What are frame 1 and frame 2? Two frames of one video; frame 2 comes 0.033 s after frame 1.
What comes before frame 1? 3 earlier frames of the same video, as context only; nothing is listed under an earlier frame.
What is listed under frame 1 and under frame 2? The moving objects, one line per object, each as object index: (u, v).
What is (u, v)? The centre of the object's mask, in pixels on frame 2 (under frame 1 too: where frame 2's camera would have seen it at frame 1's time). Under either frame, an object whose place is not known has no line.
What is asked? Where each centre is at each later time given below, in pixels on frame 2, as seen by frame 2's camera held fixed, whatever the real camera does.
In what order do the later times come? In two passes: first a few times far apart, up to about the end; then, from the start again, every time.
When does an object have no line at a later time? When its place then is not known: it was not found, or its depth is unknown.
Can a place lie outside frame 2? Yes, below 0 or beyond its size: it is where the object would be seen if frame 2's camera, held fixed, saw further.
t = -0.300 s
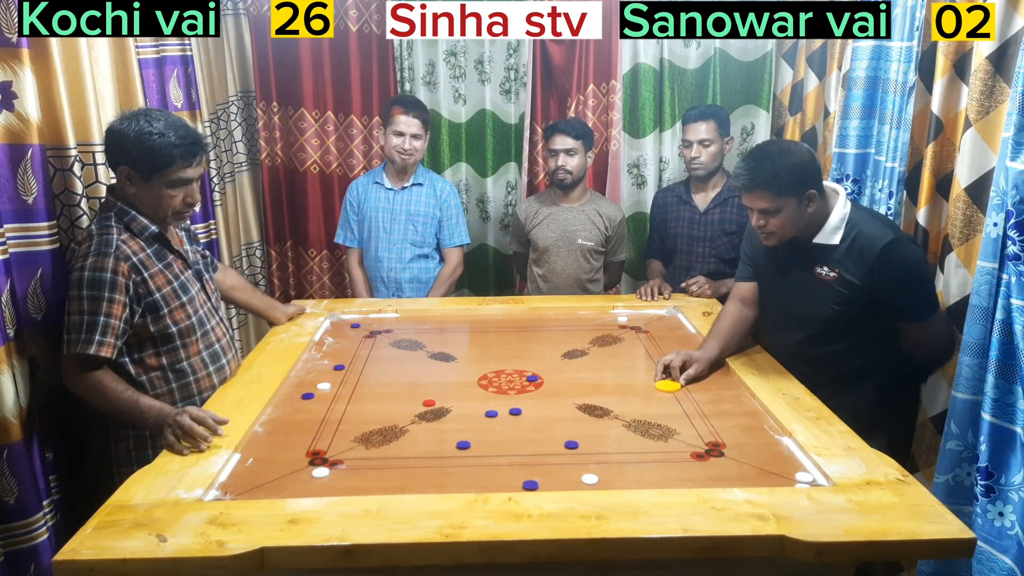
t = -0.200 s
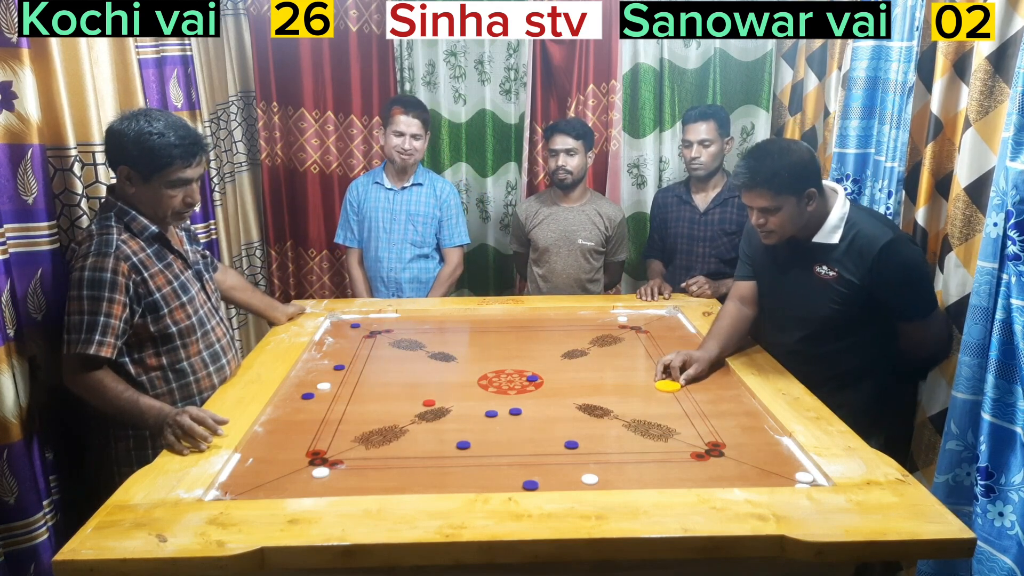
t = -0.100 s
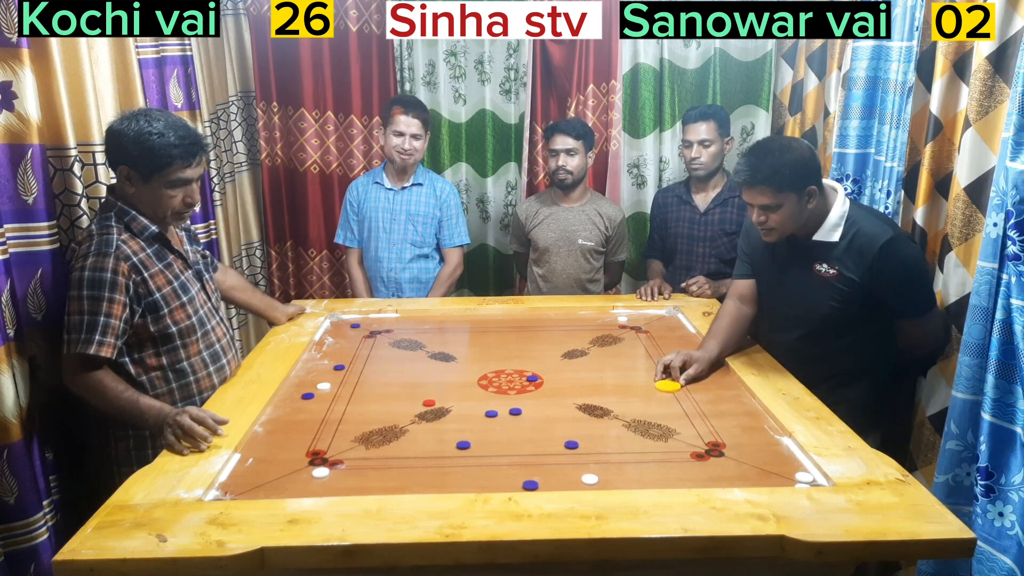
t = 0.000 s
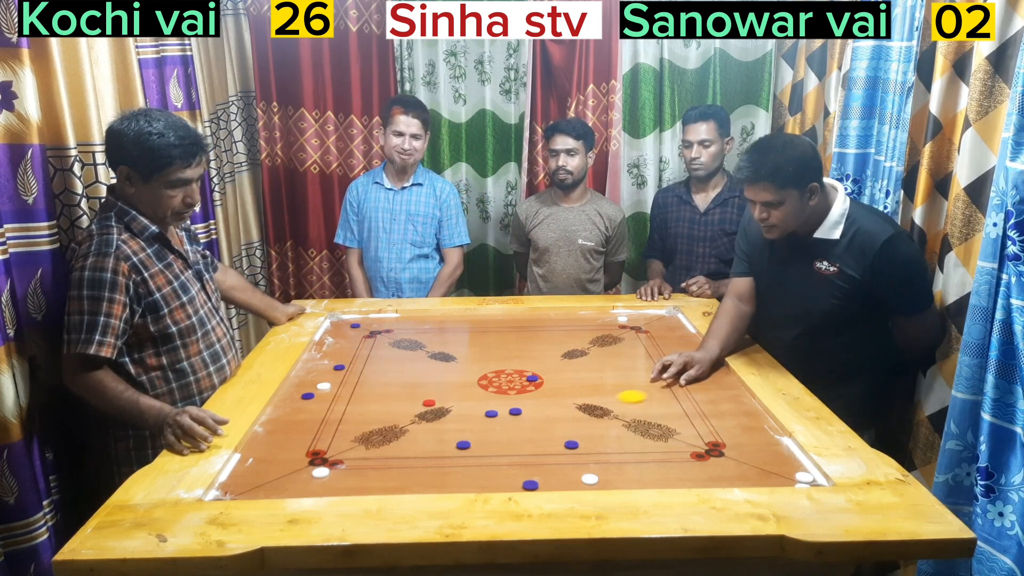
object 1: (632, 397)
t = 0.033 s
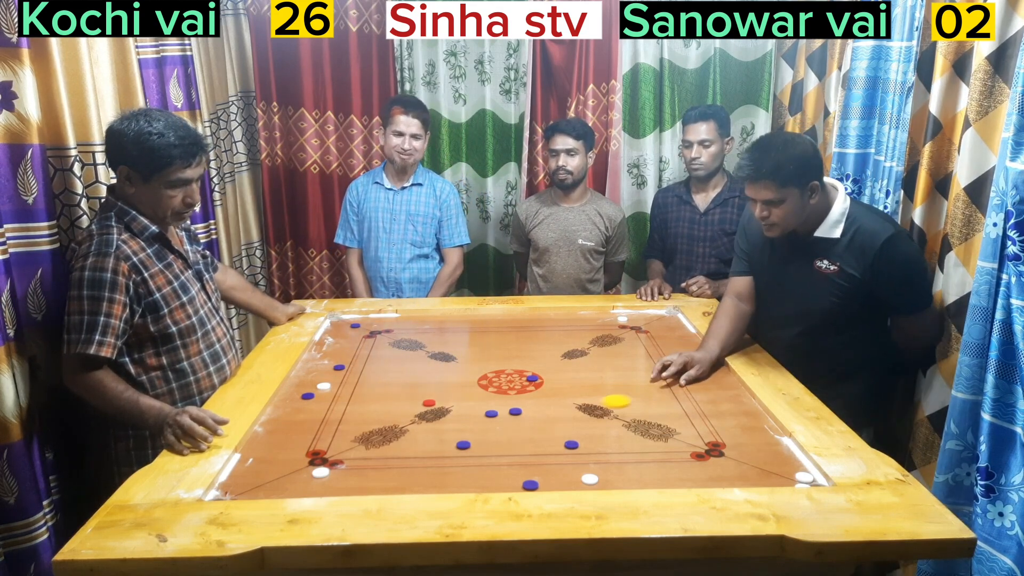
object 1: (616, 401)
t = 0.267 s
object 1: (506, 432)
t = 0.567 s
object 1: (409, 456)
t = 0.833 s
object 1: (360, 466)
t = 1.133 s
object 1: (349, 468)
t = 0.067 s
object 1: (600, 406)
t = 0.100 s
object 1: (585, 410)
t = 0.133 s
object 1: (570, 414)
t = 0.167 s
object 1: (554, 419)
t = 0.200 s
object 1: (537, 424)
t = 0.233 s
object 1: (522, 428)
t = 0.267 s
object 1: (506, 432)
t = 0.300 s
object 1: (490, 436)
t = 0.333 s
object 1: (477, 440)
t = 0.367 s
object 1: (466, 443)
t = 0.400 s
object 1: (455, 445)
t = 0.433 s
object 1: (445, 448)
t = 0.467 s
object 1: (436, 450)
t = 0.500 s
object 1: (426, 452)
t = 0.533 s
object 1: (417, 454)
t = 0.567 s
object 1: (409, 456)
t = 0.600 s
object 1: (401, 458)
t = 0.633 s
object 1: (394, 459)
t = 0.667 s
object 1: (387, 461)
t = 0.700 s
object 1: (381, 462)
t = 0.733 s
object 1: (374, 463)
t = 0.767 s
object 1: (369, 464)
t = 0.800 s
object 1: (364, 465)
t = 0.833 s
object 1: (360, 466)
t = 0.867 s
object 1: (356, 467)
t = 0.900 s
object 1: (353, 467)
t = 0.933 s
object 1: (351, 467)
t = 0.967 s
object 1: (350, 468)
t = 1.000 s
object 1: (349, 468)
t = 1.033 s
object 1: (349, 468)
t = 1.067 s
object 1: (349, 468)
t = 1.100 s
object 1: (349, 468)
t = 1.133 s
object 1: (349, 468)
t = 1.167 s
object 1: (349, 468)
